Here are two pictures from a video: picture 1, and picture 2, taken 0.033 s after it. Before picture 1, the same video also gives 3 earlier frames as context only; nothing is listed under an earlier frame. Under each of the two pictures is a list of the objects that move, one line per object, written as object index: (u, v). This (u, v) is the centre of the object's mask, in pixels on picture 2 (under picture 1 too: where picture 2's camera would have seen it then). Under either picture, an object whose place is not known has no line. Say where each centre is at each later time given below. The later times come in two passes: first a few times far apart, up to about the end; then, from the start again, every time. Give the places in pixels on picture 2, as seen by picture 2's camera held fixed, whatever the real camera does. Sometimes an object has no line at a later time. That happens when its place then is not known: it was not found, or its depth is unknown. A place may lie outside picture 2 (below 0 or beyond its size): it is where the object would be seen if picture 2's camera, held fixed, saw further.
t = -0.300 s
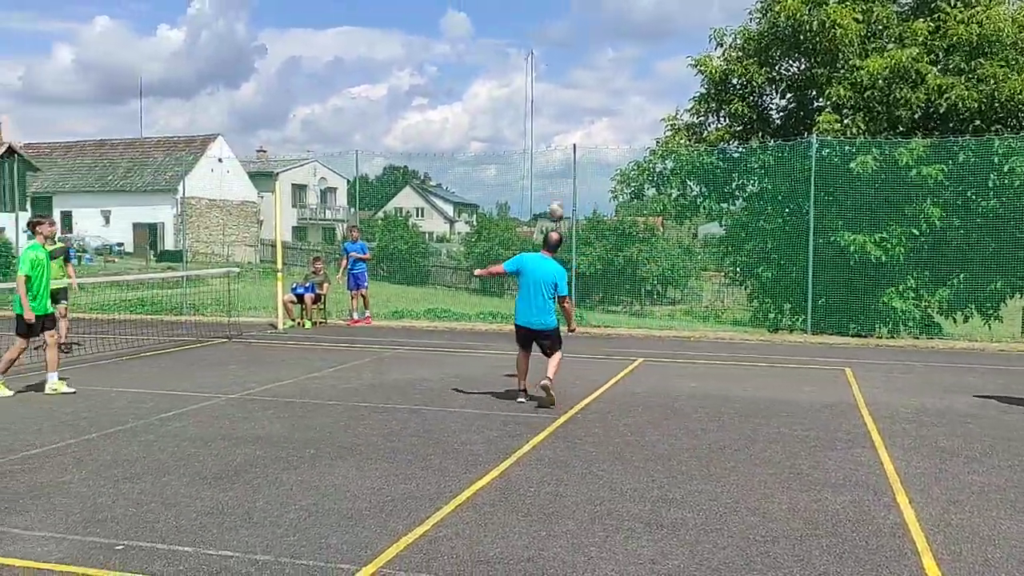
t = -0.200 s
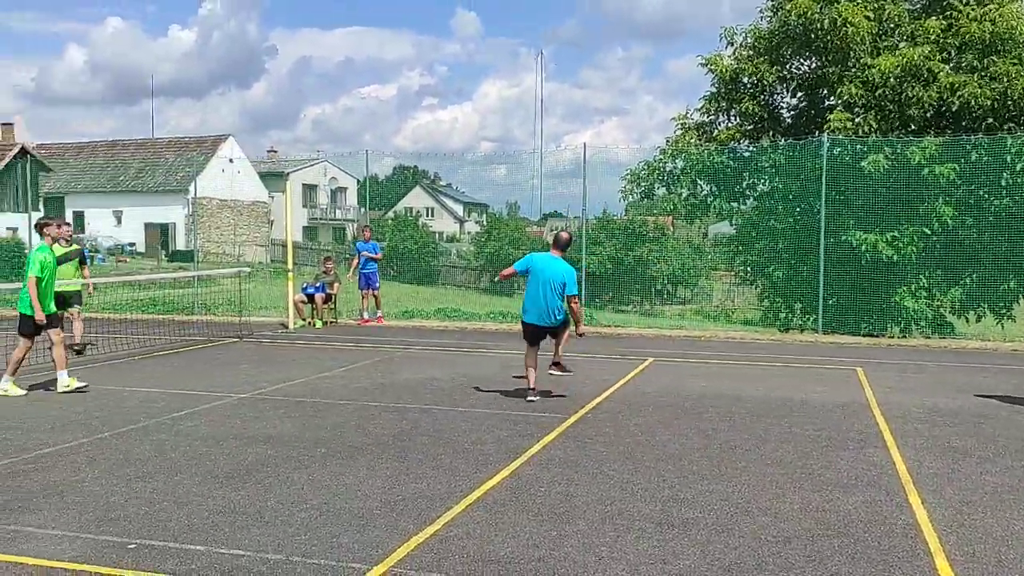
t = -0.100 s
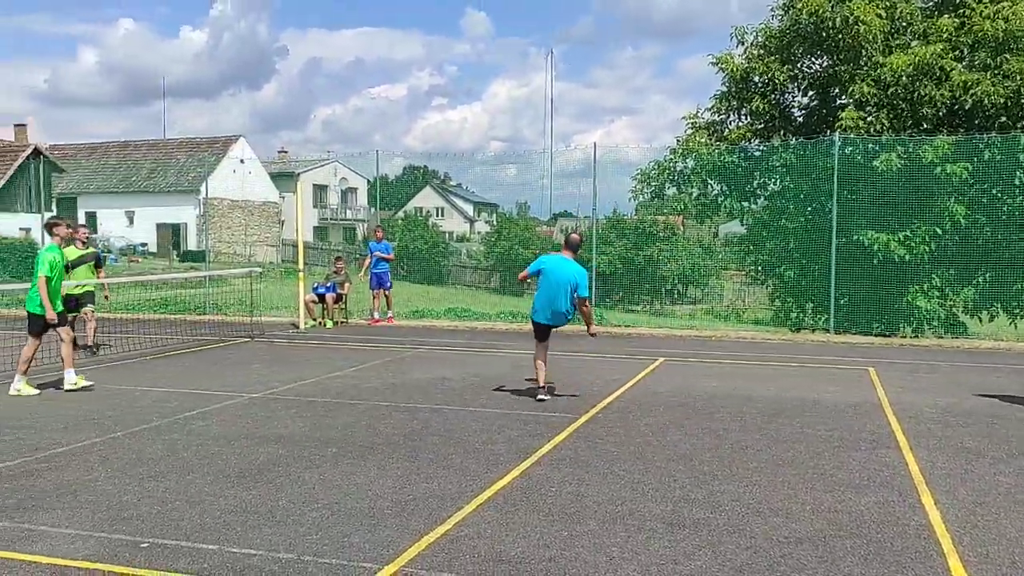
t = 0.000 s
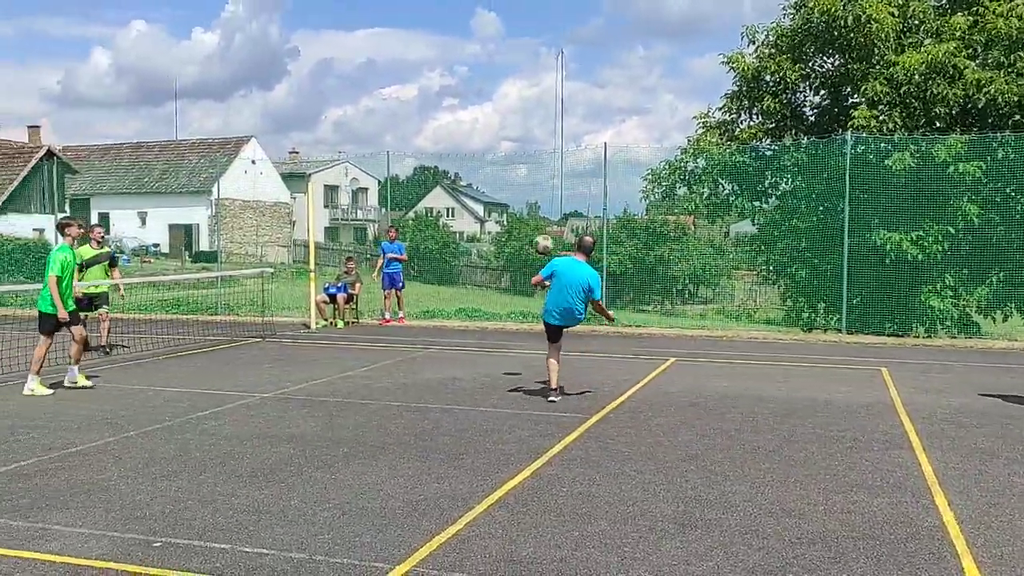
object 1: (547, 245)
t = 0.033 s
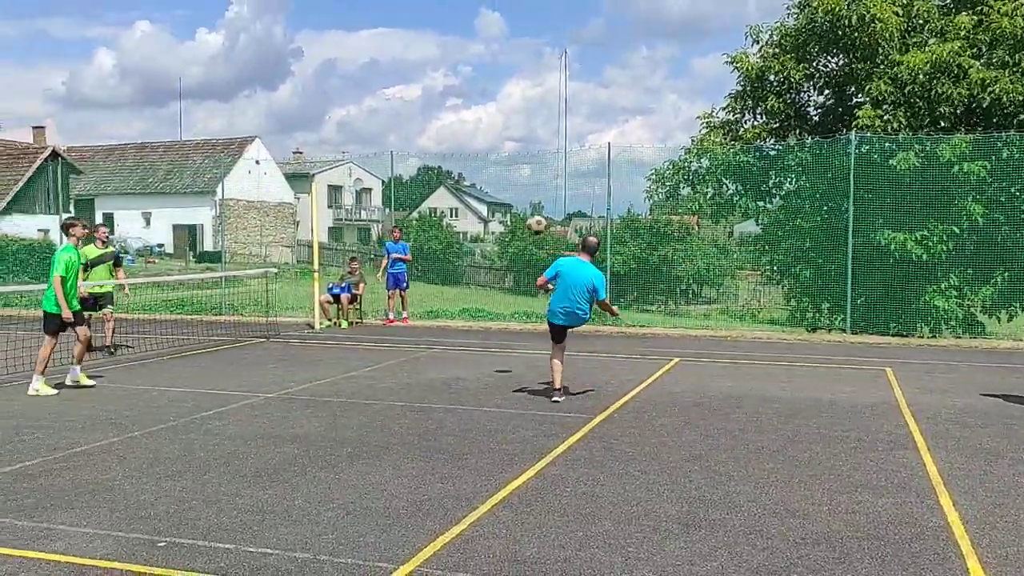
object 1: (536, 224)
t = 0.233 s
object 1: (476, 136)
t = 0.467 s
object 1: (414, 87)
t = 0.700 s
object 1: (361, 89)
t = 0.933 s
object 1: (314, 133)
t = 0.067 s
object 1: (526, 207)
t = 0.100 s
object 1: (516, 190)
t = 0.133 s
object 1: (505, 175)
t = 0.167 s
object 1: (496, 160)
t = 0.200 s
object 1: (486, 148)
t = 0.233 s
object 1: (476, 136)
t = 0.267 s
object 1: (467, 125)
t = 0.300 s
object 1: (458, 114)
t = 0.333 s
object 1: (449, 107)
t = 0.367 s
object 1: (440, 101)
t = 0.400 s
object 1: (431, 96)
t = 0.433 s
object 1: (423, 91)
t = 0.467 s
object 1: (414, 87)
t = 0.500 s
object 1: (406, 85)
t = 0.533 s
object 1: (398, 83)
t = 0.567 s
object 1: (391, 82)
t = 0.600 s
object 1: (383, 83)
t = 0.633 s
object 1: (375, 85)
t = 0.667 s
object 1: (368, 86)
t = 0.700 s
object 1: (361, 89)
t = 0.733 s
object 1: (354, 93)
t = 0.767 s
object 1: (347, 97)
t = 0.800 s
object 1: (340, 103)
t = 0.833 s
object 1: (333, 110)
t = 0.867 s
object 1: (326, 116)
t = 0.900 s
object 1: (320, 124)
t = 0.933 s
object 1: (314, 133)
